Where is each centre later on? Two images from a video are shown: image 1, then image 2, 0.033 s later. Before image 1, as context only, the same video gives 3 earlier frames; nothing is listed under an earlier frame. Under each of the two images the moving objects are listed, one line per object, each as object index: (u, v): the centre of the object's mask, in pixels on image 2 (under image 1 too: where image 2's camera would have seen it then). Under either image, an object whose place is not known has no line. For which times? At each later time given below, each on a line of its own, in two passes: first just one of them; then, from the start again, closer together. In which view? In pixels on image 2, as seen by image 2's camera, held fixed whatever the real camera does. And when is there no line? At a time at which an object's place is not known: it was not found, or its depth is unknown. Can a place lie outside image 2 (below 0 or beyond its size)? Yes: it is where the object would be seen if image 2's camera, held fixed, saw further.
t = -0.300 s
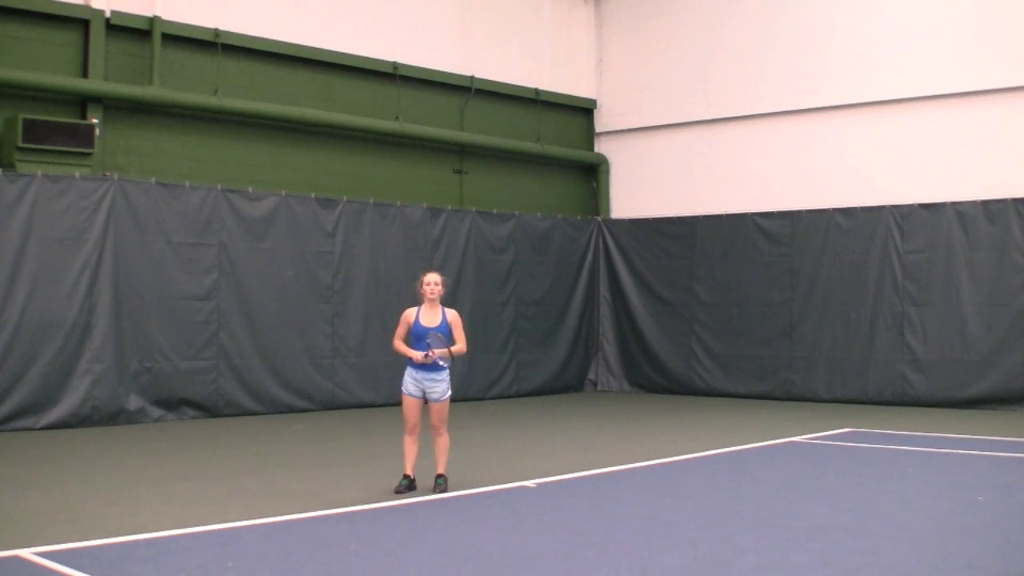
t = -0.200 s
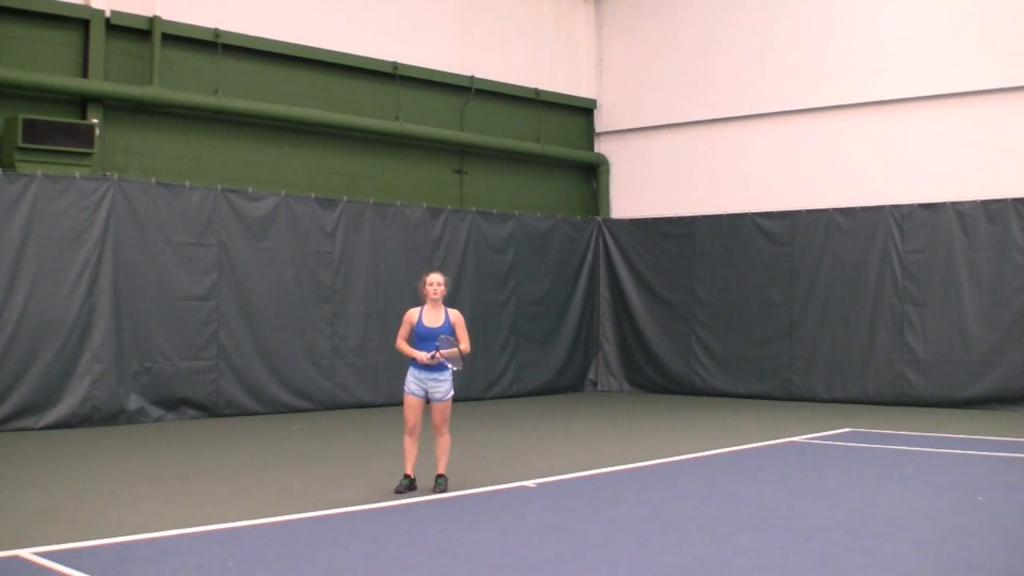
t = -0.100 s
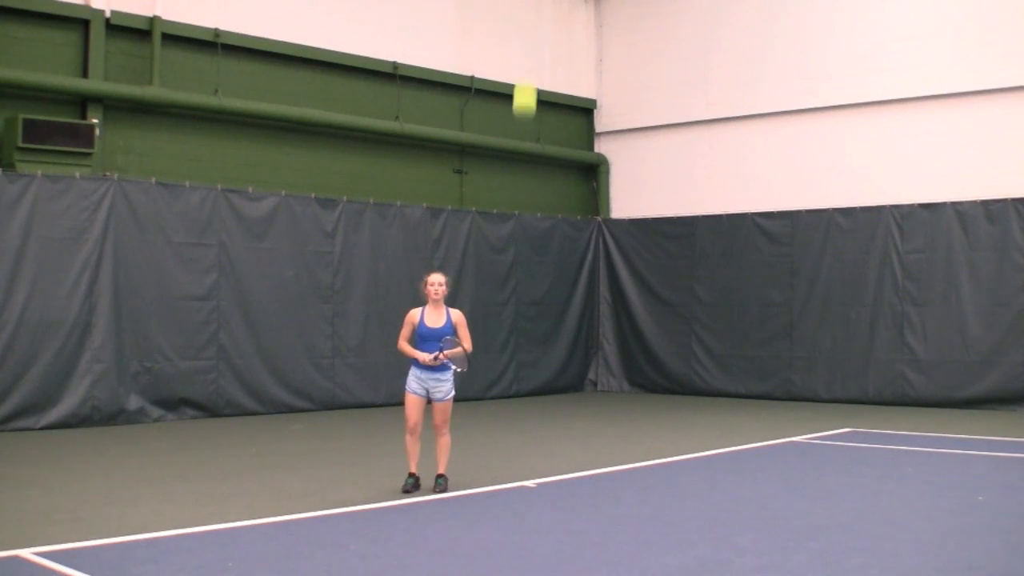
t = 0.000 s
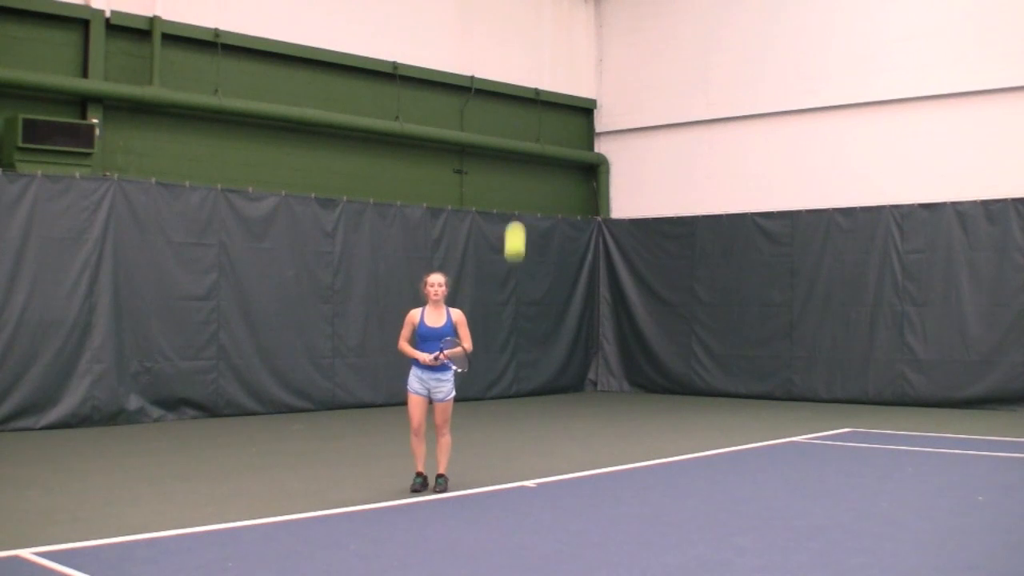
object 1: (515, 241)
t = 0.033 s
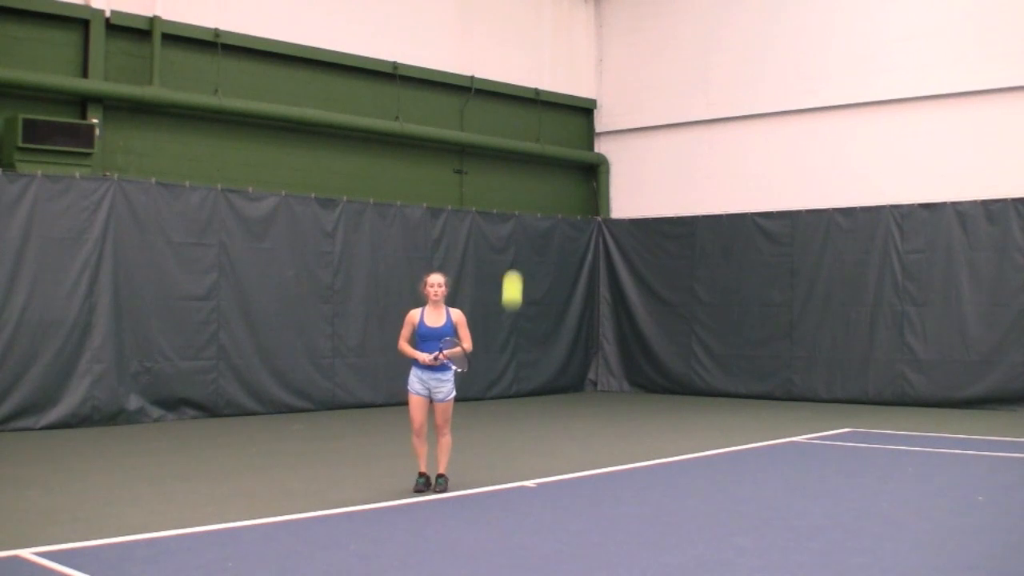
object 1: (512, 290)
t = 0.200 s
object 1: (501, 529)
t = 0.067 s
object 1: (509, 338)
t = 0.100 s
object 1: (507, 386)
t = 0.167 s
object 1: (503, 481)
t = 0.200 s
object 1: (501, 529)
